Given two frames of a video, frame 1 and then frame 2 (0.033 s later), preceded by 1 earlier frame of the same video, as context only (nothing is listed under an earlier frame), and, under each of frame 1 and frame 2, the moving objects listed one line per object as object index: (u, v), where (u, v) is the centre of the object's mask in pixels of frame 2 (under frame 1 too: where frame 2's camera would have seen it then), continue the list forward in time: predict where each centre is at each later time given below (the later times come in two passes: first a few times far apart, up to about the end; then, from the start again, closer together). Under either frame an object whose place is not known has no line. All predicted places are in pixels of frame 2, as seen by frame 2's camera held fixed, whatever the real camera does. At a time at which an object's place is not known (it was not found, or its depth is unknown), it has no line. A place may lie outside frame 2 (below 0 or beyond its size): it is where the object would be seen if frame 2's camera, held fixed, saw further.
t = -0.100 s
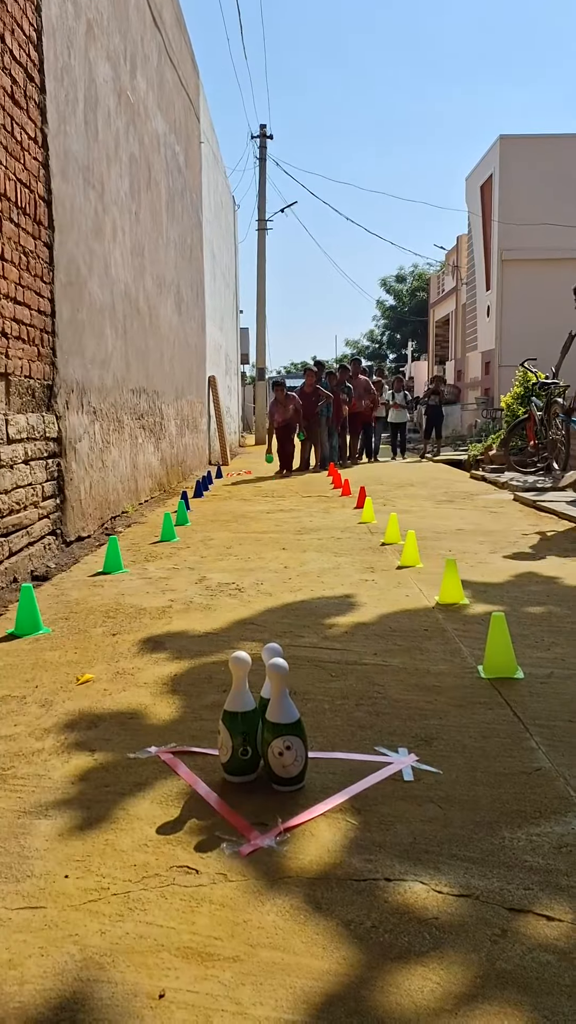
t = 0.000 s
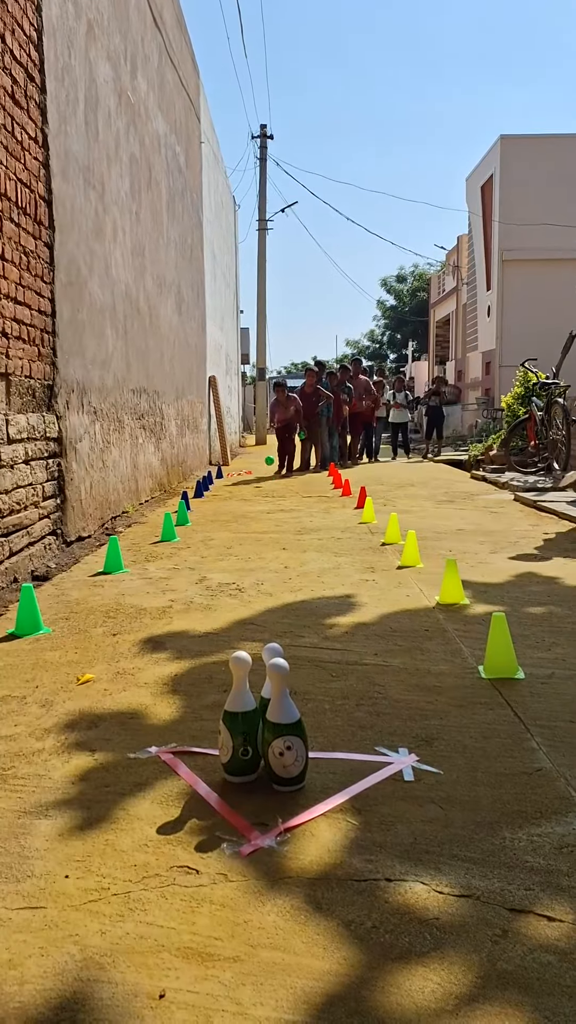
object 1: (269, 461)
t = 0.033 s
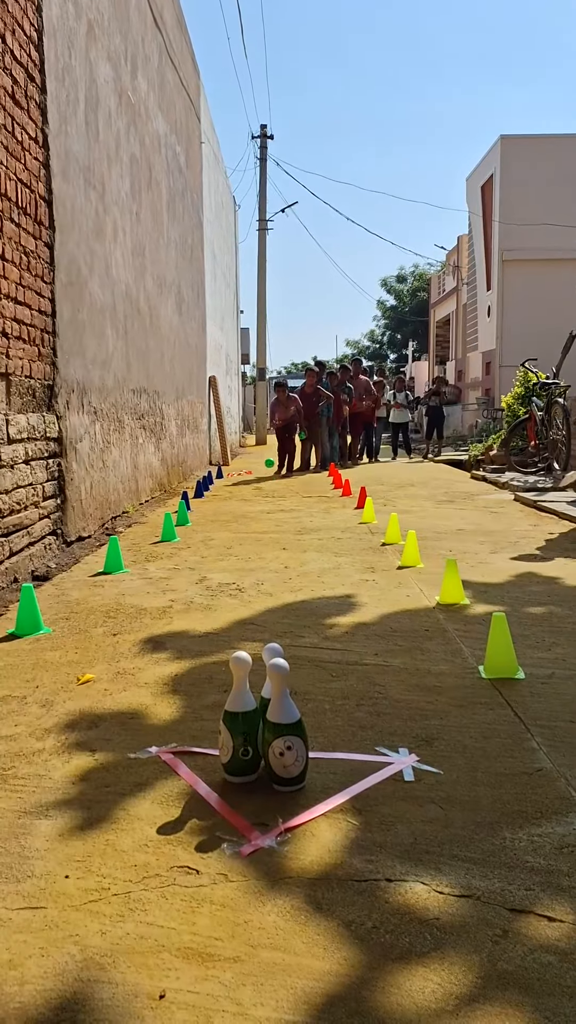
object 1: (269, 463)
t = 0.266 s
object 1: (268, 493)
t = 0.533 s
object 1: (263, 516)
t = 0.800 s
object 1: (257, 553)
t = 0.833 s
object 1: (256, 563)
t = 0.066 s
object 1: (269, 466)
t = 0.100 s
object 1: (270, 471)
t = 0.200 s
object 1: (269, 484)
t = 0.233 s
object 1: (268, 495)
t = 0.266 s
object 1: (268, 493)
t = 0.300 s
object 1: (268, 493)
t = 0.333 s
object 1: (267, 493)
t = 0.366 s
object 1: (266, 495)
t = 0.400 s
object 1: (266, 498)
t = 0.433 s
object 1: (264, 504)
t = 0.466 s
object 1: (264, 512)
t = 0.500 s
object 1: (263, 516)
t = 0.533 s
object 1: (263, 516)
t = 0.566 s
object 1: (262, 518)
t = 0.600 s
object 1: (261, 521)
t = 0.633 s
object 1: (260, 528)
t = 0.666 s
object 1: (259, 537)
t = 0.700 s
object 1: (258, 543)
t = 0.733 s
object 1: (258, 544)
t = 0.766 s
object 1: (257, 547)
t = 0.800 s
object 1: (257, 553)
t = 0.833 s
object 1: (256, 563)
